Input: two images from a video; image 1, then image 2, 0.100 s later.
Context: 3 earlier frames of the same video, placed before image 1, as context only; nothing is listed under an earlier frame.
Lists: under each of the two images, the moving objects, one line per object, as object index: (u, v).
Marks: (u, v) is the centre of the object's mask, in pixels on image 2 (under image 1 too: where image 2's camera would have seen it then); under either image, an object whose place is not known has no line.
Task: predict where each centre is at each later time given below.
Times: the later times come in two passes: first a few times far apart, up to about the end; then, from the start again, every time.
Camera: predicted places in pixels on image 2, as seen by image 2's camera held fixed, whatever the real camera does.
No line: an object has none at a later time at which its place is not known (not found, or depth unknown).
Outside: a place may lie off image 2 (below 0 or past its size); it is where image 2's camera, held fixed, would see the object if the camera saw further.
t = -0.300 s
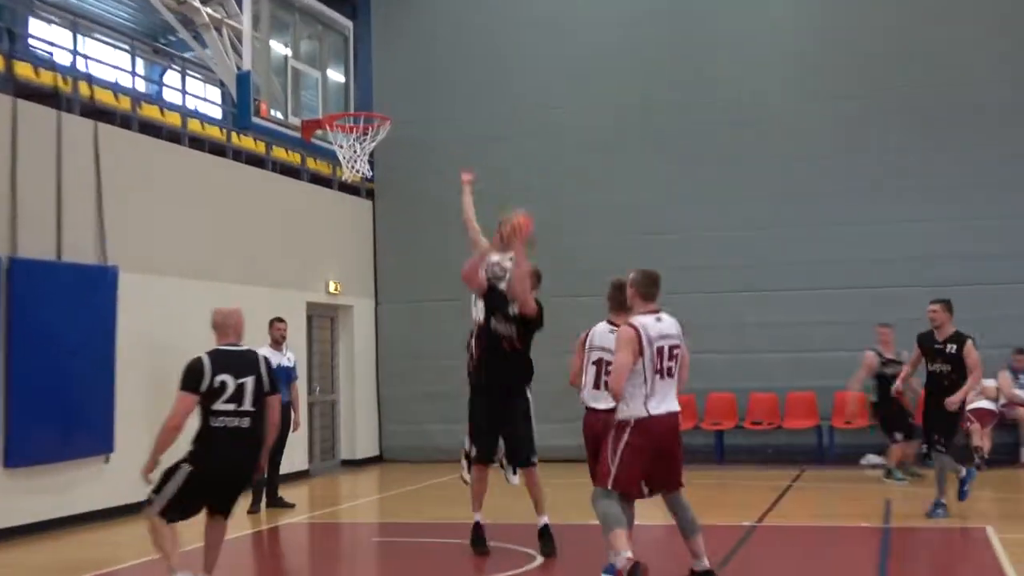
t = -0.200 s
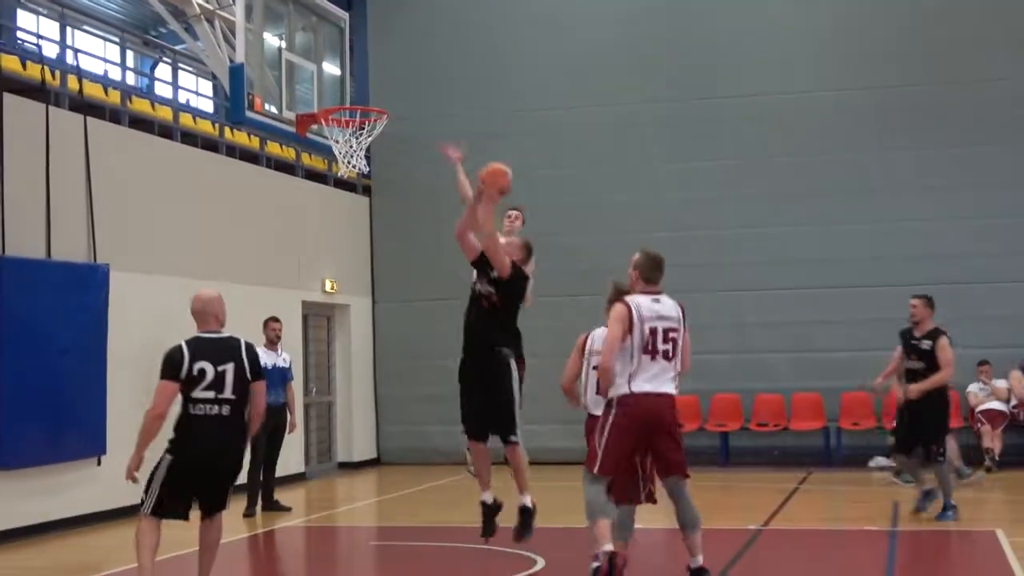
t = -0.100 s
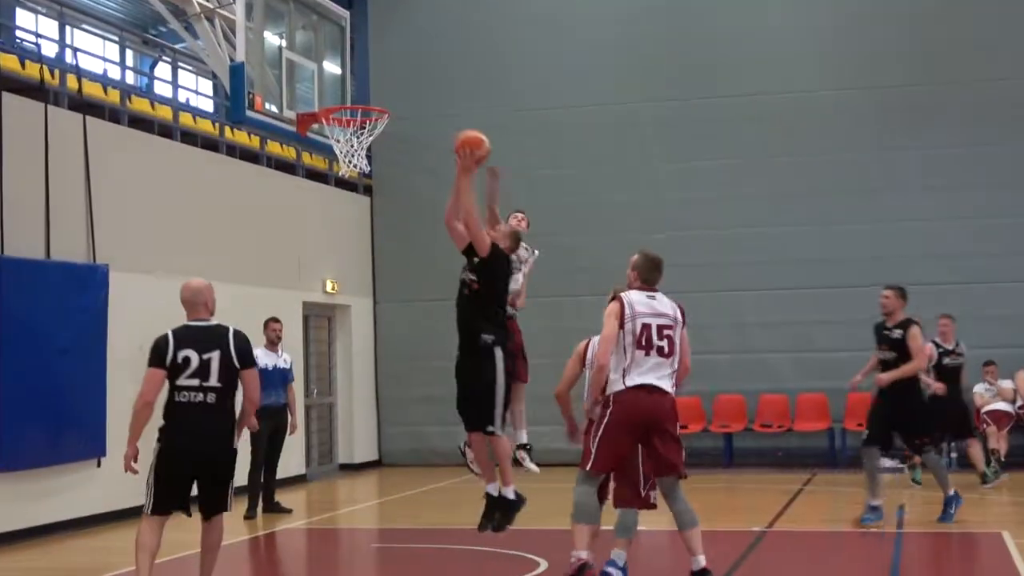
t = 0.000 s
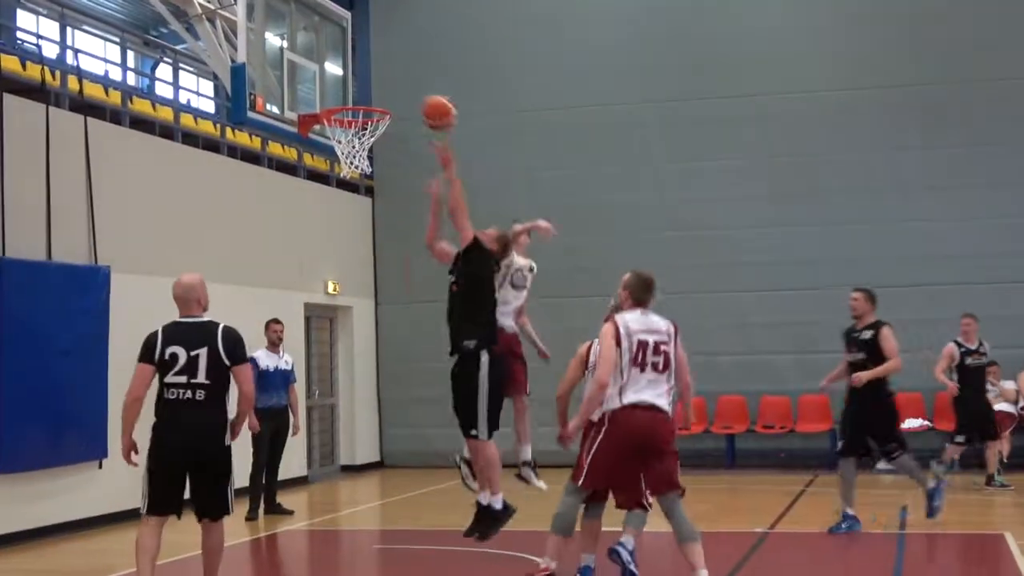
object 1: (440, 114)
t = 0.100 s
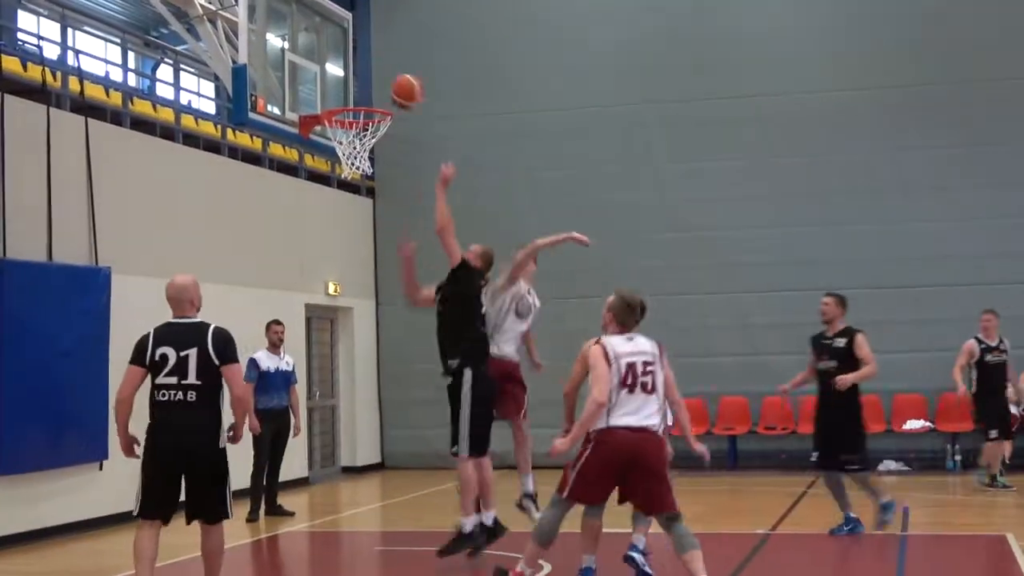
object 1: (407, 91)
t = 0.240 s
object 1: (361, 86)
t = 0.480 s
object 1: (341, 93)
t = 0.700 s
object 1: (362, 98)
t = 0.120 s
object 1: (400, 88)
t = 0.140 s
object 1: (392, 86)
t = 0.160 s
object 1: (386, 84)
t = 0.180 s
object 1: (381, 84)
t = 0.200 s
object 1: (374, 84)
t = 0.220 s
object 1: (368, 85)
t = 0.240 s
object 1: (361, 86)
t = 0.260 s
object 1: (352, 87)
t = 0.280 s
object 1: (348, 89)
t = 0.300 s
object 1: (342, 92)
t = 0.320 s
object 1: (335, 95)
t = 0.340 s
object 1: (329, 97)
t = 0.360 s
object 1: (324, 98)
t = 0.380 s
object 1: (326, 97)
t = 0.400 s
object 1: (329, 95)
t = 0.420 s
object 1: (332, 95)
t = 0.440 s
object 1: (335, 93)
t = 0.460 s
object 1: (338, 94)
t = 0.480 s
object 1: (341, 93)
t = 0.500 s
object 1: (343, 93)
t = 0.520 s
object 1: (346, 93)
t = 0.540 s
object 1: (348, 94)
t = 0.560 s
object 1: (352, 96)
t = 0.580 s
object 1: (354, 97)
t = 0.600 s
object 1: (356, 97)
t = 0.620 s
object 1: (358, 97)
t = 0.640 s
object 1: (360, 97)
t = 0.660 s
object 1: (361, 97)
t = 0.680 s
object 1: (362, 97)
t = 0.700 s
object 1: (362, 98)
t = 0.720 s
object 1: (363, 99)
